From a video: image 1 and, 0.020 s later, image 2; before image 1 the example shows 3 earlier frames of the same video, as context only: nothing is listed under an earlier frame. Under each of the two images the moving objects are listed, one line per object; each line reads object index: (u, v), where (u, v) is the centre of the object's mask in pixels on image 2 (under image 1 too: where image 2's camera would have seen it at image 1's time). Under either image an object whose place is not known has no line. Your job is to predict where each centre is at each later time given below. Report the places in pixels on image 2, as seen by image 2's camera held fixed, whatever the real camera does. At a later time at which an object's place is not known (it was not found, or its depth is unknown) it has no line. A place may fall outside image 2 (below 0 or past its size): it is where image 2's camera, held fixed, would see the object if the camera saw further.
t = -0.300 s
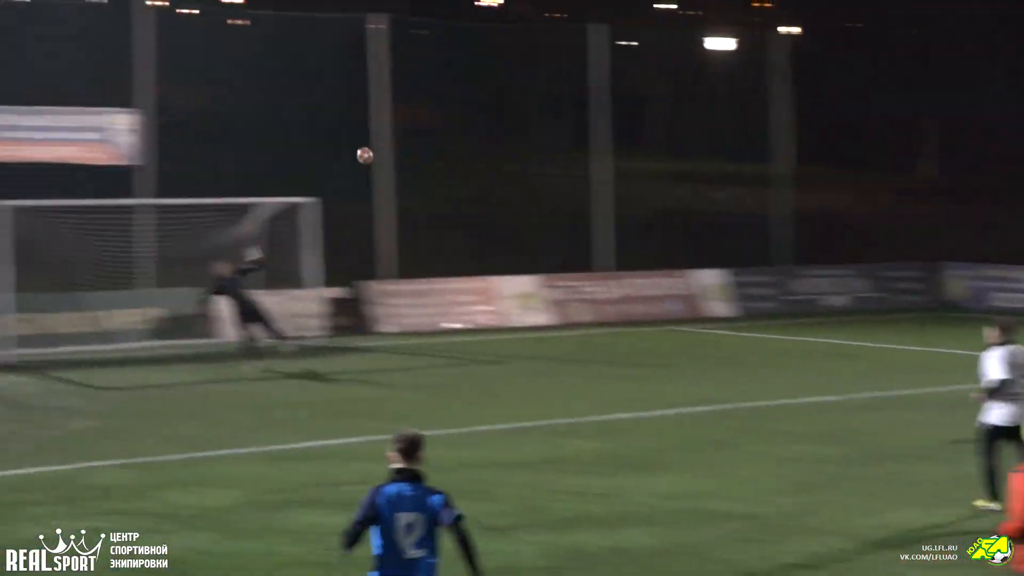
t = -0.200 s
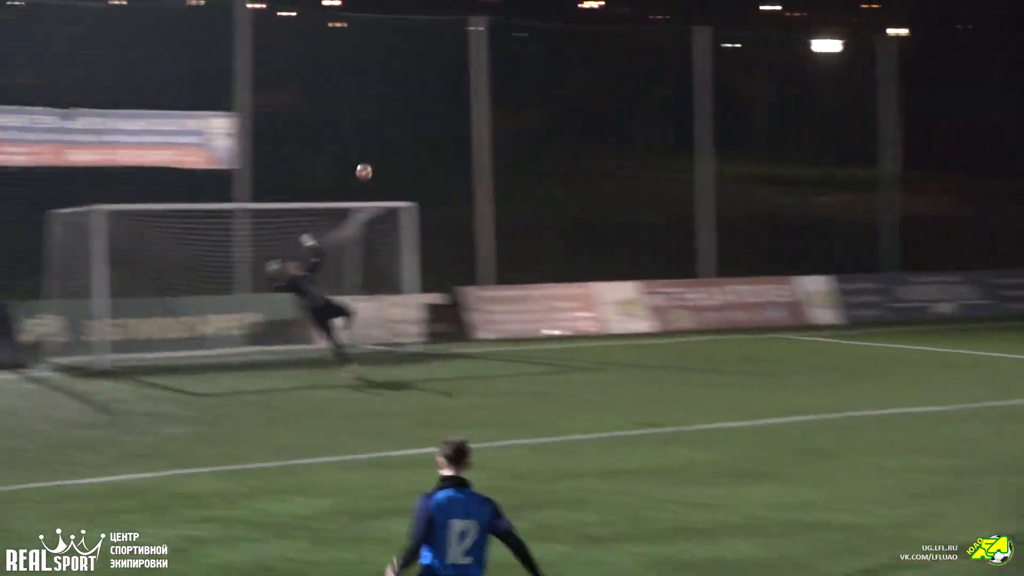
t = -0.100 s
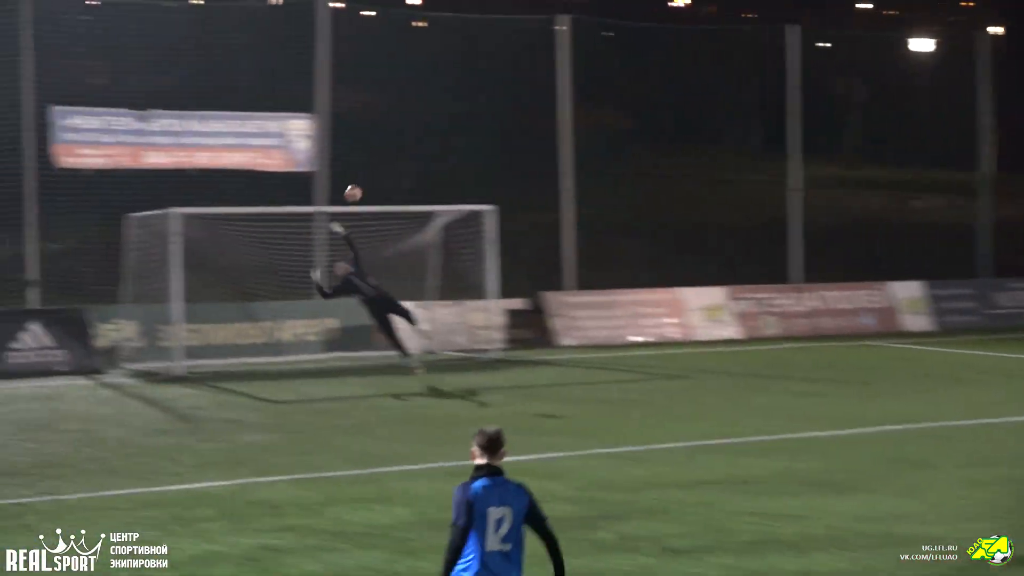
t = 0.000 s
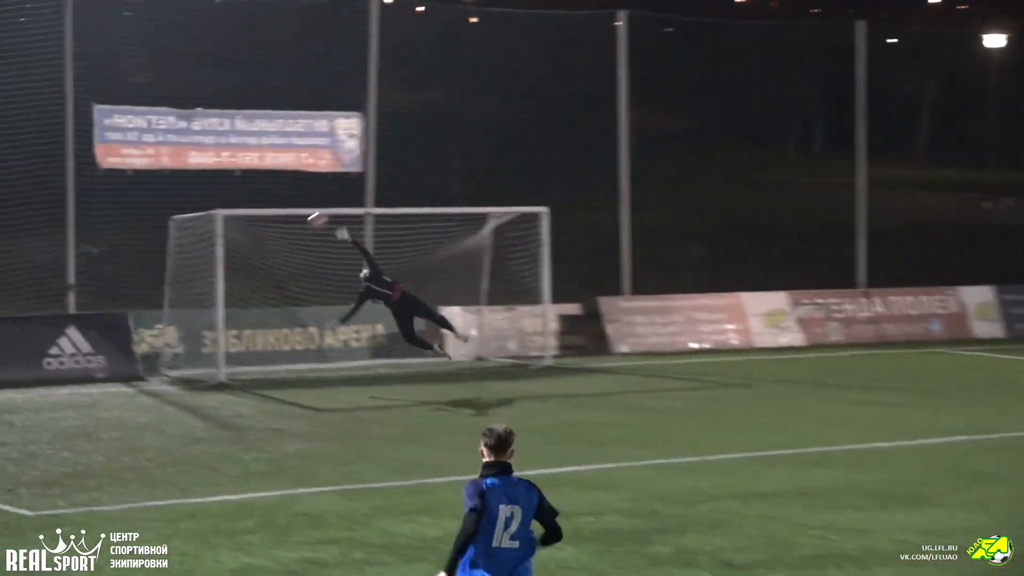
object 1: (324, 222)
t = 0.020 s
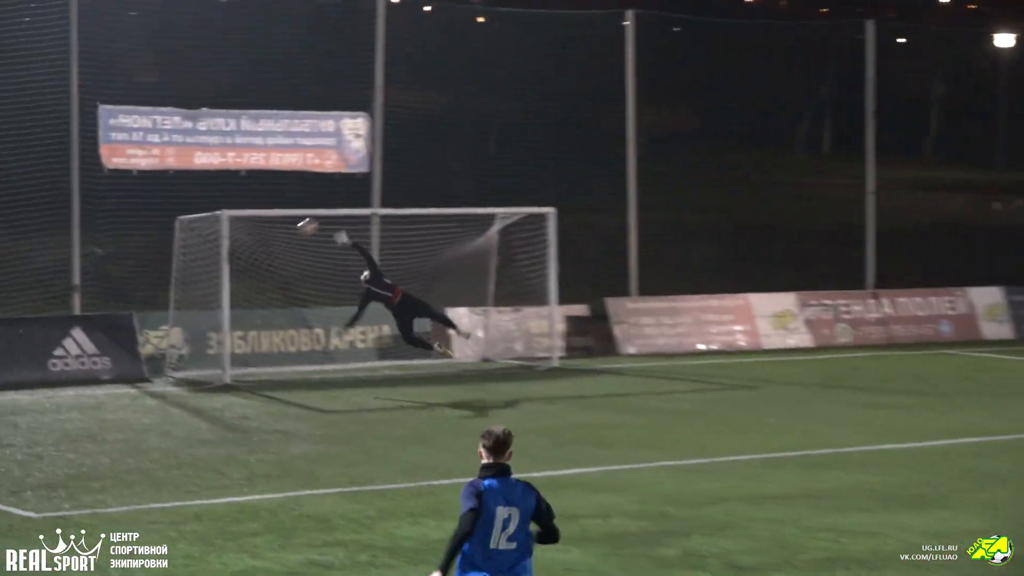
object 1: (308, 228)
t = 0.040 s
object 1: (291, 233)
